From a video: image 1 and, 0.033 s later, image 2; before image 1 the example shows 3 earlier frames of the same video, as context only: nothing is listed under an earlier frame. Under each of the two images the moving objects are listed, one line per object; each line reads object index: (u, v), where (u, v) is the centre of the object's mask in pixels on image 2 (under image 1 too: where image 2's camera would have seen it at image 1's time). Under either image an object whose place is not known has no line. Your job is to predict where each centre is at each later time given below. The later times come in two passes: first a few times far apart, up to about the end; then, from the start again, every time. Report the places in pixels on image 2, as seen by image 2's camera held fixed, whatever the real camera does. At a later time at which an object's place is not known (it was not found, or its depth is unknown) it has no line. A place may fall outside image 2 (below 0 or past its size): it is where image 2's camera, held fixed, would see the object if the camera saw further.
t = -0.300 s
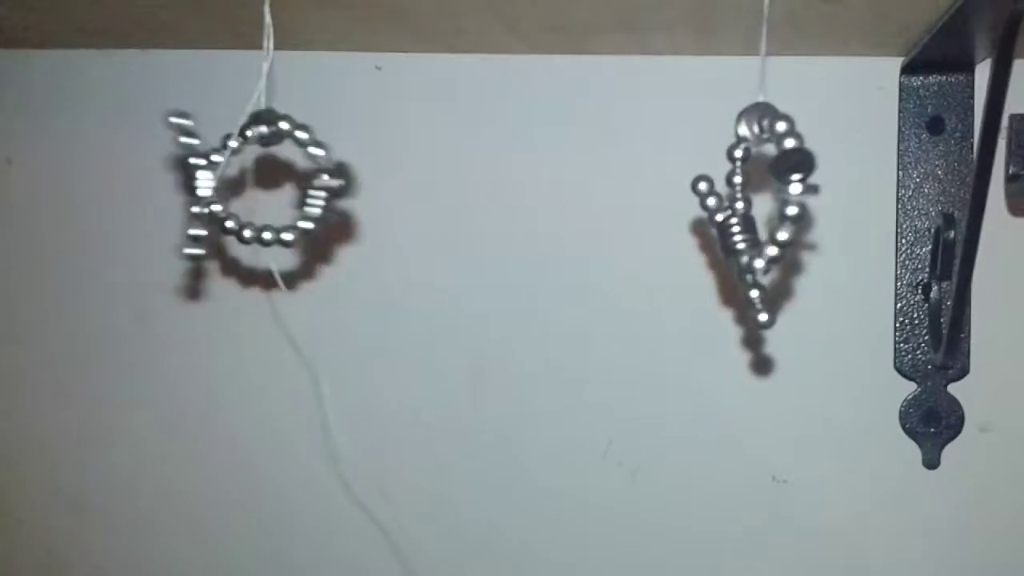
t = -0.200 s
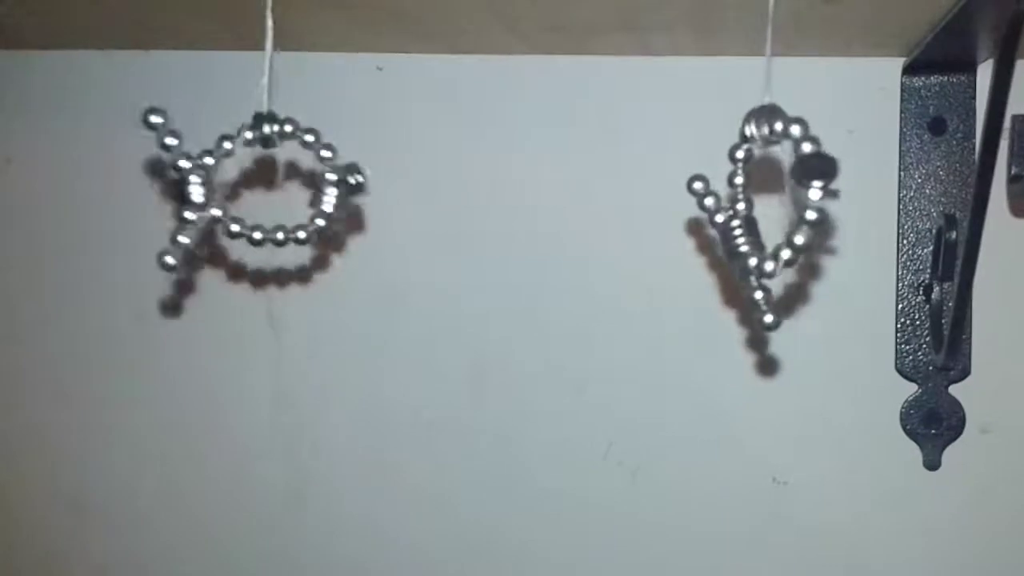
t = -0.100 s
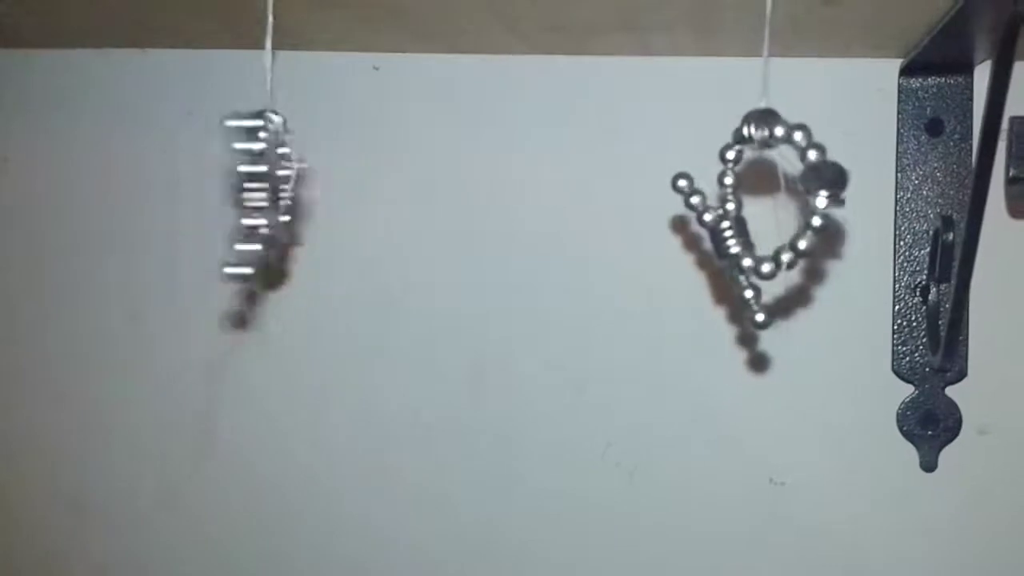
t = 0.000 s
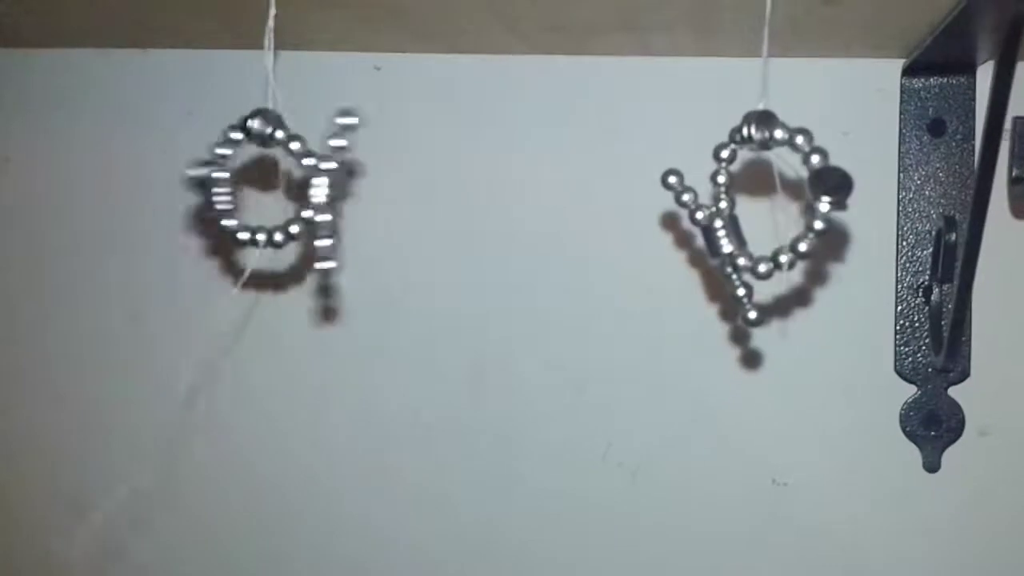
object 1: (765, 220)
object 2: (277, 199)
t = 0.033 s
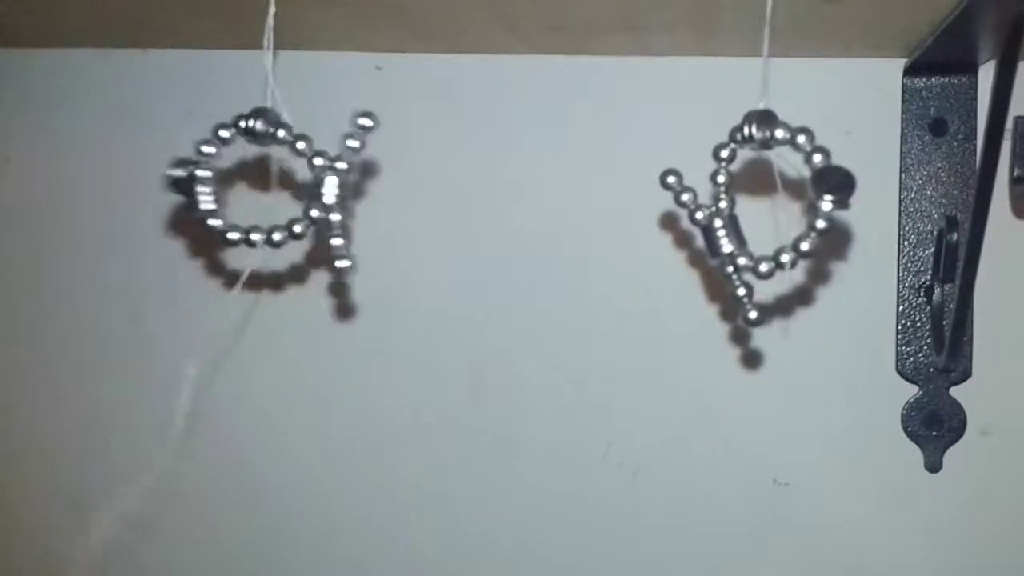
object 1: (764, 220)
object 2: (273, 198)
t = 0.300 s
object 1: (787, 200)
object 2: (257, 195)
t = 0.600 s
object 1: (764, 218)
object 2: (266, 199)
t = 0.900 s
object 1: (763, 220)
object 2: (257, 199)
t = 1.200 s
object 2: (252, 202)
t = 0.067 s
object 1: (766, 220)
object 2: (266, 203)
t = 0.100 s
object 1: (768, 219)
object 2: (259, 202)
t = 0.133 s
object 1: (772, 219)
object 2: (253, 201)
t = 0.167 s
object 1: (775, 218)
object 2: (247, 199)
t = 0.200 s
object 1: (779, 217)
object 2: (244, 197)
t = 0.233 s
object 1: (785, 201)
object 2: (246, 196)
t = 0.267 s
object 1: (787, 200)
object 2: (251, 197)
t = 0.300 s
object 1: (787, 200)
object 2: (257, 195)
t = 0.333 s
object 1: (786, 199)
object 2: (263, 195)
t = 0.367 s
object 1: (782, 201)
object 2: (268, 199)
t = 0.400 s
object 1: (775, 210)
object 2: (272, 199)
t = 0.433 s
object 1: (772, 216)
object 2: (272, 200)
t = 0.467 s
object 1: (768, 218)
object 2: (271, 201)
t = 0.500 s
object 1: (763, 218)
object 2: (270, 202)
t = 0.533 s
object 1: (763, 217)
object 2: (269, 202)
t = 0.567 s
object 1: (762, 218)
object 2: (269, 201)
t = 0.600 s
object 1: (764, 218)
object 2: (266, 199)
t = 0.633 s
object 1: (770, 213)
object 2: (264, 200)
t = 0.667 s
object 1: (773, 213)
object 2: (263, 197)
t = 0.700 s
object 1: (777, 214)
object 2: (261, 196)
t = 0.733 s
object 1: (778, 215)
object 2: (256, 196)
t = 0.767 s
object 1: (782, 208)
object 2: (253, 195)
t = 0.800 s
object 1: (778, 219)
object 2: (251, 194)
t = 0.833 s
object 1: (775, 219)
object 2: (252, 193)
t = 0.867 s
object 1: (771, 218)
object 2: (254, 199)
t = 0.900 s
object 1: (763, 220)
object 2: (257, 199)
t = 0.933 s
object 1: (756, 223)
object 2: (258, 200)
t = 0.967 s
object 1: (748, 224)
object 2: (259, 200)
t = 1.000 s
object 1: (742, 240)
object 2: (260, 200)
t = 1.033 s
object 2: (260, 197)
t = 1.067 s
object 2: (260, 198)
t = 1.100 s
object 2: (260, 200)
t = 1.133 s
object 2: (259, 203)
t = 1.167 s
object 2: (258, 202)
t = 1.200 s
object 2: (252, 202)
